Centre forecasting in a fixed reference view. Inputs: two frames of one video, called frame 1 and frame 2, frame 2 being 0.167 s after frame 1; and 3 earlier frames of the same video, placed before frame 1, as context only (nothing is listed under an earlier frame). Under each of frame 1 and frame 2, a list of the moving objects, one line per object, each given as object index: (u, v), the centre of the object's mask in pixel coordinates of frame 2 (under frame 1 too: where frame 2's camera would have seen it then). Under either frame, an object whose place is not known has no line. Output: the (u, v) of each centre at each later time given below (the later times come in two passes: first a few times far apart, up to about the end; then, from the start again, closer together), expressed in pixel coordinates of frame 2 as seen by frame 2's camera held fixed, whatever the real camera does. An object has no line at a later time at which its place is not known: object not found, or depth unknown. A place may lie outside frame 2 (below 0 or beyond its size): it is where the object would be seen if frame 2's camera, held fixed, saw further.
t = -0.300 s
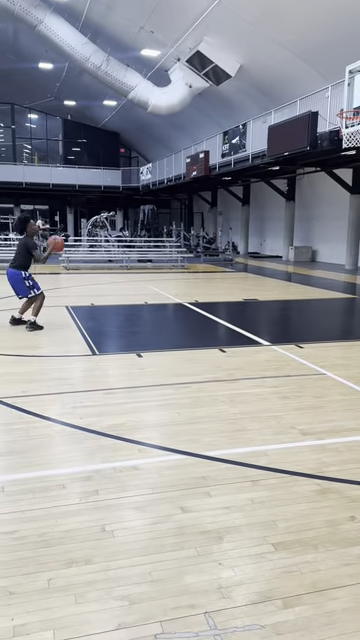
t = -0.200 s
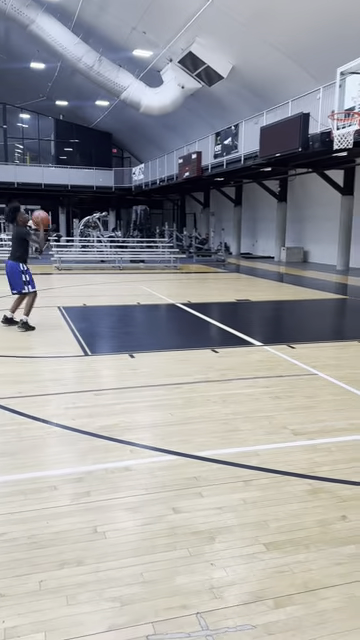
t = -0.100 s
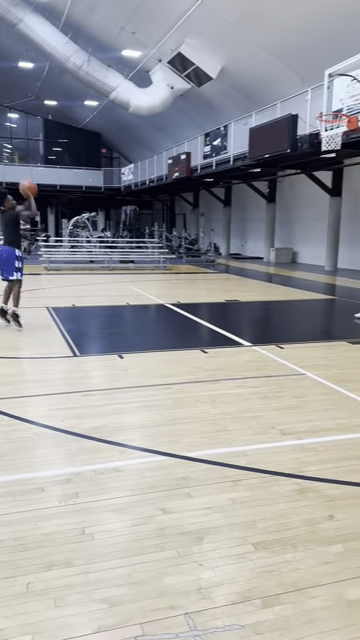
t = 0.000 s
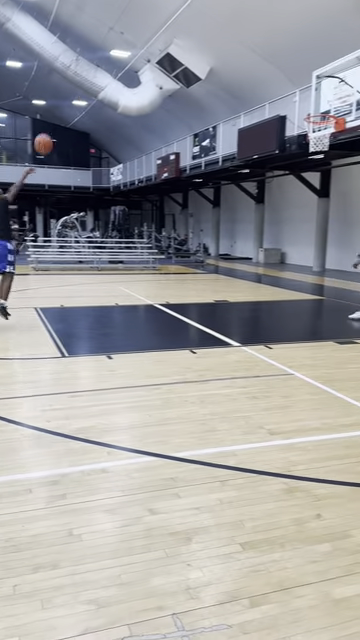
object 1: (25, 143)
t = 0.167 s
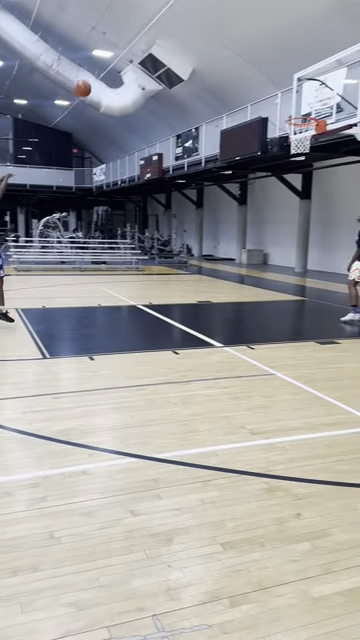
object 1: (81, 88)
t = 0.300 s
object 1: (126, 61)
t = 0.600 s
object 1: (215, 50)
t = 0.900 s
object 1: (289, 102)
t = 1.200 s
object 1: (299, 136)
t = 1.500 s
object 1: (308, 199)
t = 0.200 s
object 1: (93, 79)
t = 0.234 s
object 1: (104, 72)
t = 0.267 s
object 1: (115, 66)
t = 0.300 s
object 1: (126, 61)
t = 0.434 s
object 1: (167, 48)
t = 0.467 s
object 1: (177, 47)
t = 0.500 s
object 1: (187, 46)
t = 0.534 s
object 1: (196, 47)
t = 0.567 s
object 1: (205, 48)
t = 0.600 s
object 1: (215, 50)
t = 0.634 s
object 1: (223, 53)
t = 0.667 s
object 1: (232, 57)
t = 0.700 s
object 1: (241, 61)
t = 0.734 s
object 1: (249, 66)
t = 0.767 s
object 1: (257, 72)
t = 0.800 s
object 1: (266, 78)
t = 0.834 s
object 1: (273, 85)
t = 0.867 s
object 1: (281, 93)
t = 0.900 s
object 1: (289, 102)
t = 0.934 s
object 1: (297, 110)
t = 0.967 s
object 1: (305, 114)
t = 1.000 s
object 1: (301, 120)
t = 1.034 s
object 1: (298, 120)
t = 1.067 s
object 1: (297, 122)
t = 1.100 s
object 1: (296, 125)
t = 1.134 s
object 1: (296, 129)
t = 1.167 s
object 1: (297, 132)
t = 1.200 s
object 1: (299, 136)
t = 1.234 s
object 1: (299, 140)
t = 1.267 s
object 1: (300, 147)
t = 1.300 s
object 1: (304, 155)
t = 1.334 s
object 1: (304, 159)
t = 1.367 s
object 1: (305, 166)
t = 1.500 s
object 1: (308, 199)
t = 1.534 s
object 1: (308, 209)
